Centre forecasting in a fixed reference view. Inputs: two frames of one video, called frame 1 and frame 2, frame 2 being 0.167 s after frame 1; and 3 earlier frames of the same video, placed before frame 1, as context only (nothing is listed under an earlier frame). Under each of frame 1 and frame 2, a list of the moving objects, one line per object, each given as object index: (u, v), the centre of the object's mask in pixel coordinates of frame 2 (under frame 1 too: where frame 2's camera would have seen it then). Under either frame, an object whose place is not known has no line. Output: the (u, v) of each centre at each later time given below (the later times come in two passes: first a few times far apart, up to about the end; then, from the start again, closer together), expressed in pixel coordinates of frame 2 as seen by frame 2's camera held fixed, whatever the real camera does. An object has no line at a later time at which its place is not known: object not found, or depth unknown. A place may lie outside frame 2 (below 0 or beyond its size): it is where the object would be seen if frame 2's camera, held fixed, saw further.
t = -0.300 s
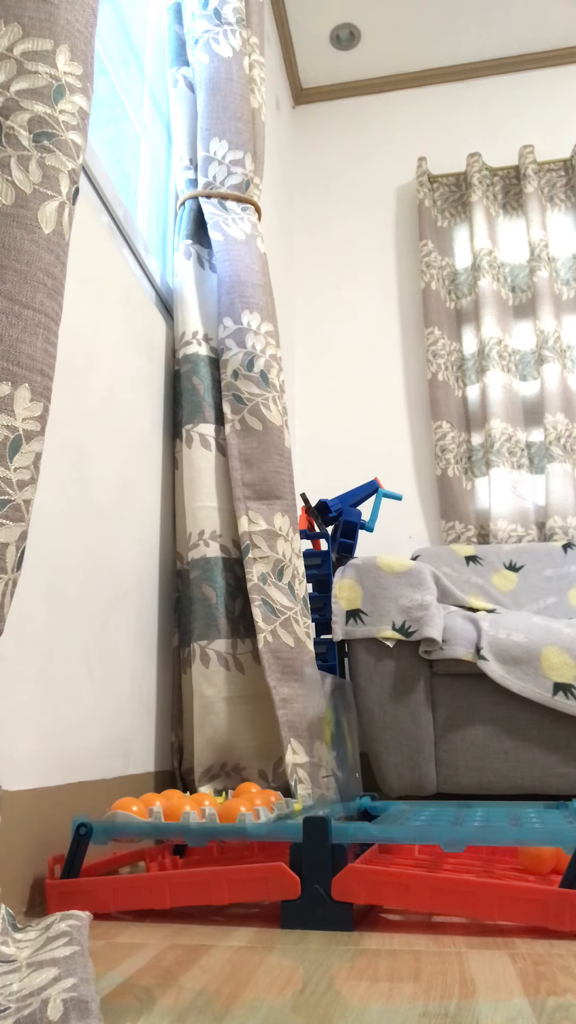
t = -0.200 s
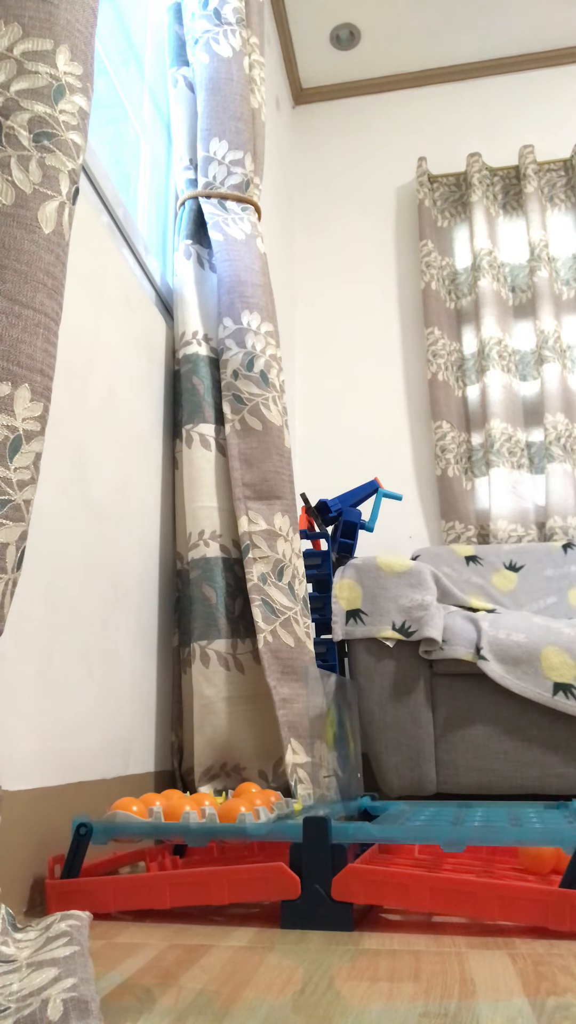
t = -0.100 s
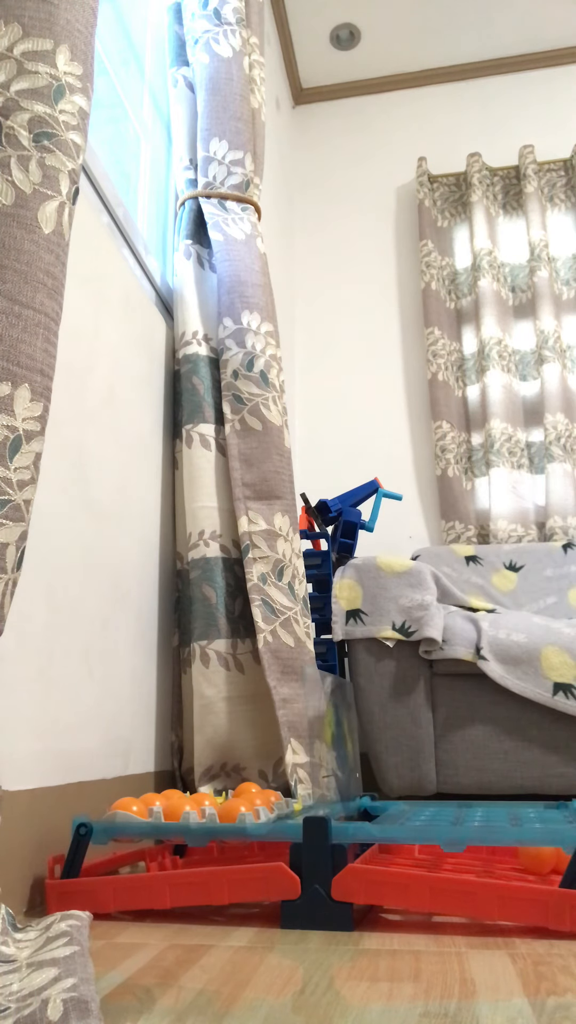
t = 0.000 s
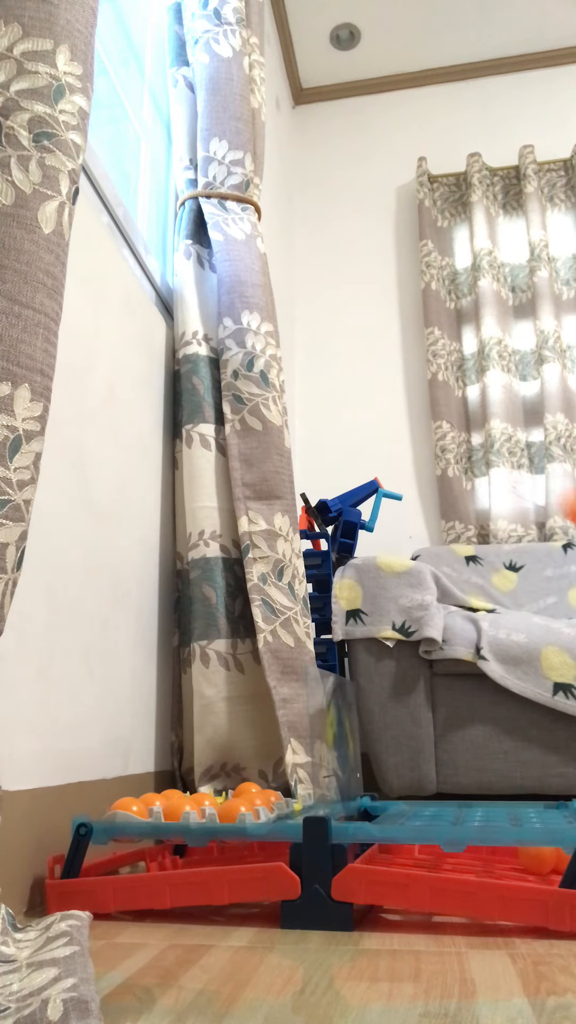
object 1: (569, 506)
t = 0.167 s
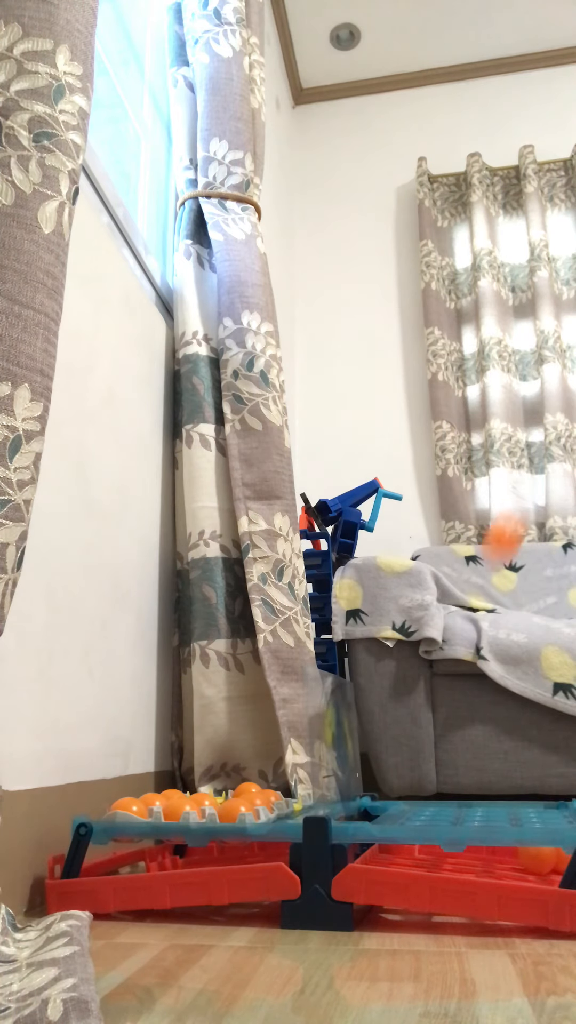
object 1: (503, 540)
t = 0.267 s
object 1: (467, 692)
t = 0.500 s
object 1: (370, 798)
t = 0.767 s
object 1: (374, 797)
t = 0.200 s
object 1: (489, 577)
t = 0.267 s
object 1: (467, 692)
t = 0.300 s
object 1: (460, 755)
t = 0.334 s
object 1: (444, 797)
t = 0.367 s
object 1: (421, 798)
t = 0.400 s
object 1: (402, 796)
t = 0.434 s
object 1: (387, 796)
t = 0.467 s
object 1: (373, 797)
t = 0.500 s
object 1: (370, 798)
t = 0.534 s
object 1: (372, 797)
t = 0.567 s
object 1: (372, 797)
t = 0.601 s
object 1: (372, 798)
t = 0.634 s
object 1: (372, 797)
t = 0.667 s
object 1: (373, 797)
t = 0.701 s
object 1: (374, 797)
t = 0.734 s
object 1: (374, 797)
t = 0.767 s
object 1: (374, 797)
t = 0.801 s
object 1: (375, 796)
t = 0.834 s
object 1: (376, 796)
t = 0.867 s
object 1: (376, 796)
